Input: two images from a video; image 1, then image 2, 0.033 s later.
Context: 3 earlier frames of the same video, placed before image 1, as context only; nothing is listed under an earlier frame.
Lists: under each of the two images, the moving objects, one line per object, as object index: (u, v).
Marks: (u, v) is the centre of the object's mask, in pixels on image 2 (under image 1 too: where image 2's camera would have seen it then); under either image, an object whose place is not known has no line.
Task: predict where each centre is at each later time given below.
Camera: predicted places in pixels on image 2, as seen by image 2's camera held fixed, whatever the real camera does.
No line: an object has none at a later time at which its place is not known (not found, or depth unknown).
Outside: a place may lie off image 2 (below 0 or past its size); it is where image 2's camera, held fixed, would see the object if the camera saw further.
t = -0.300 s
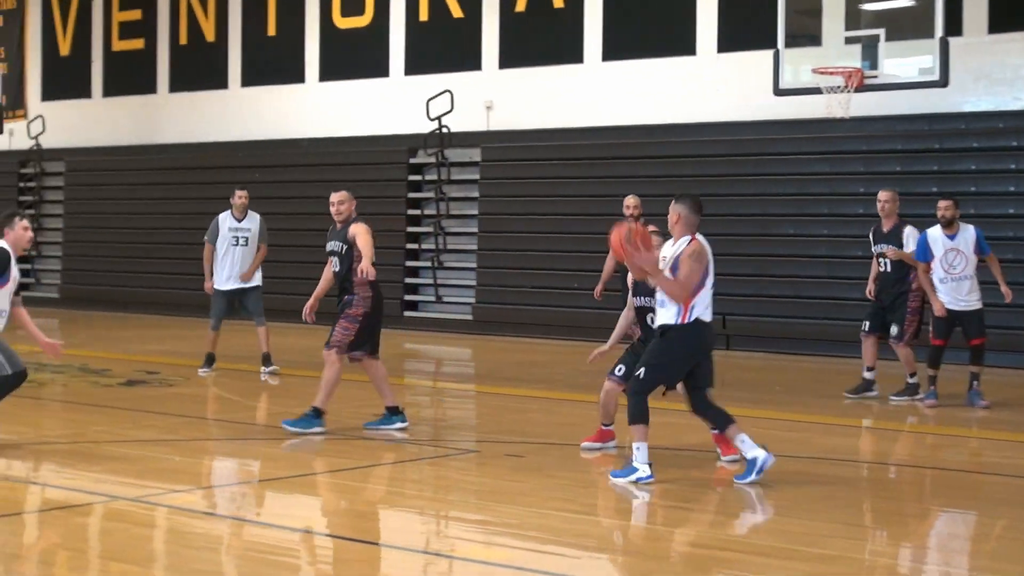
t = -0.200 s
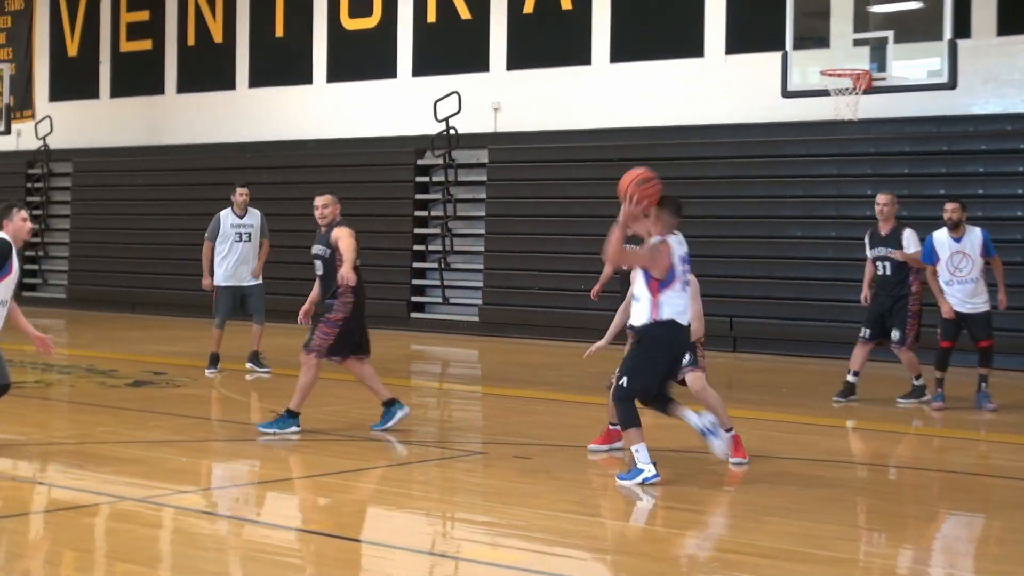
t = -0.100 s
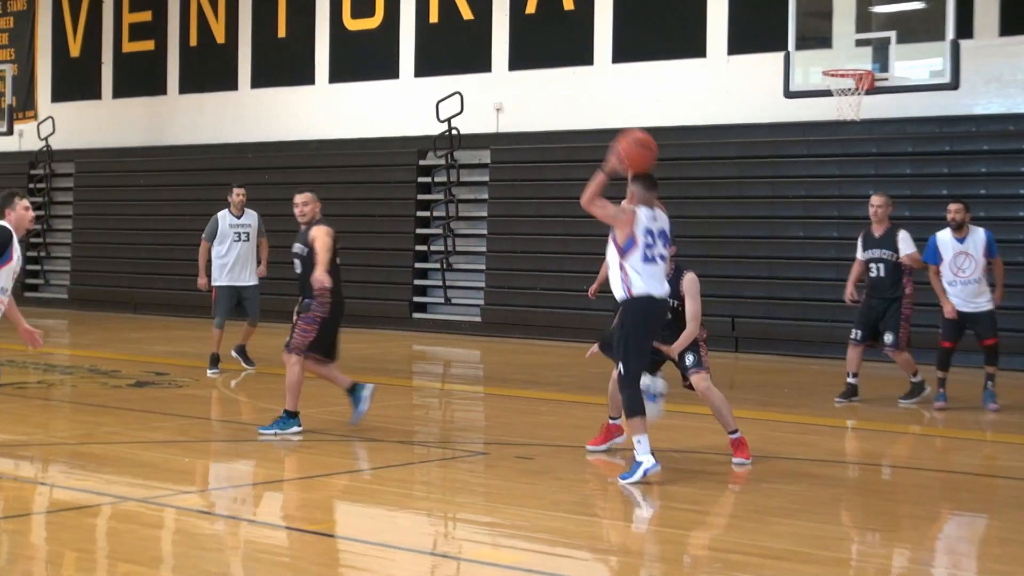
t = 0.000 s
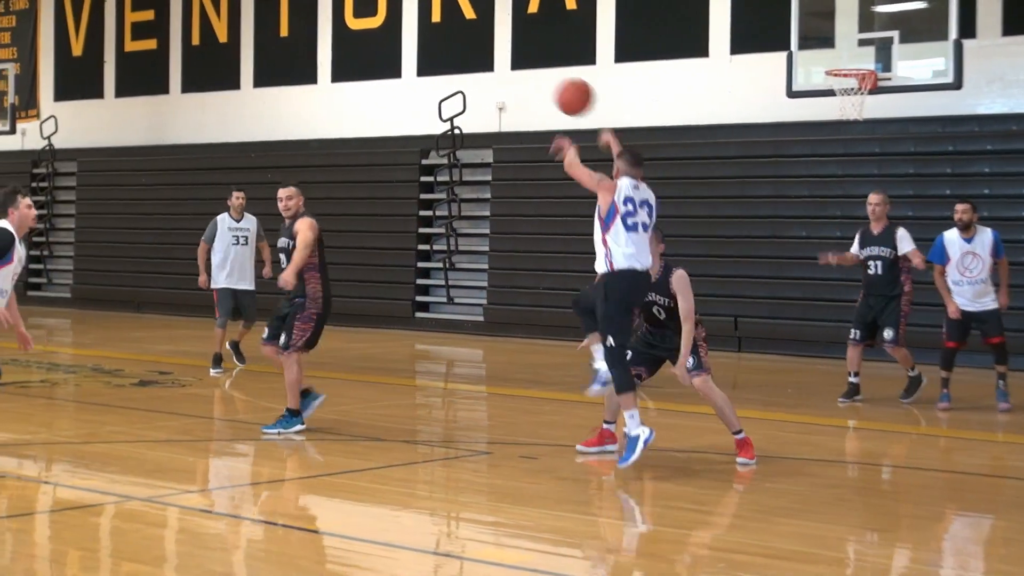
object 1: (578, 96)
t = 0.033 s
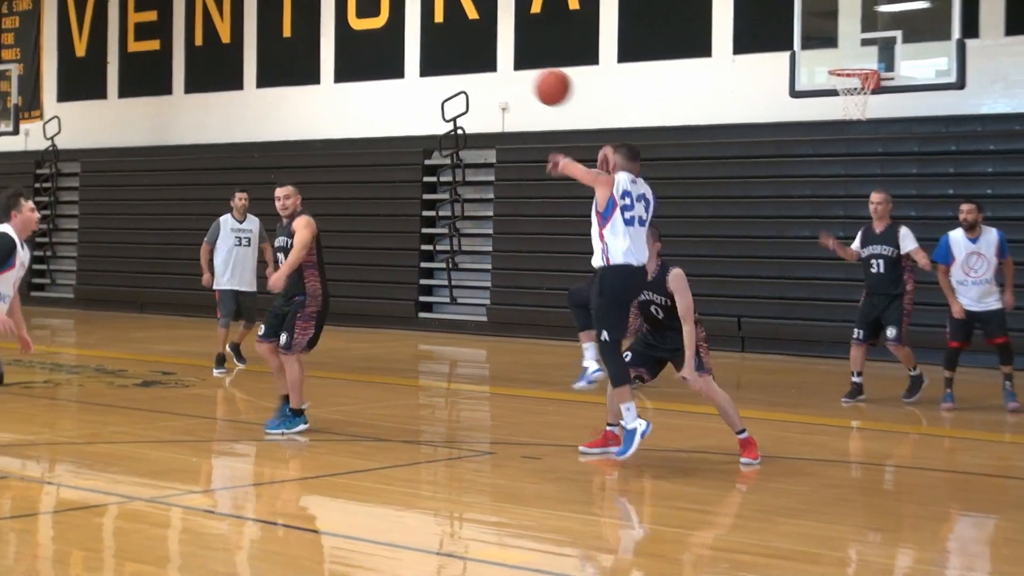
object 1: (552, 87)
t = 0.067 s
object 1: (528, 79)
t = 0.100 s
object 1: (506, 74)
